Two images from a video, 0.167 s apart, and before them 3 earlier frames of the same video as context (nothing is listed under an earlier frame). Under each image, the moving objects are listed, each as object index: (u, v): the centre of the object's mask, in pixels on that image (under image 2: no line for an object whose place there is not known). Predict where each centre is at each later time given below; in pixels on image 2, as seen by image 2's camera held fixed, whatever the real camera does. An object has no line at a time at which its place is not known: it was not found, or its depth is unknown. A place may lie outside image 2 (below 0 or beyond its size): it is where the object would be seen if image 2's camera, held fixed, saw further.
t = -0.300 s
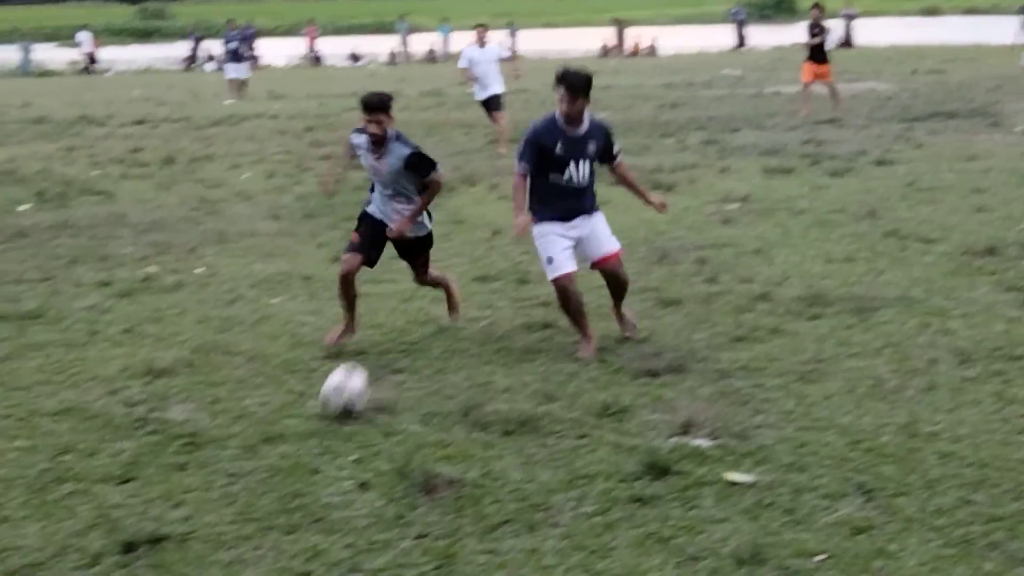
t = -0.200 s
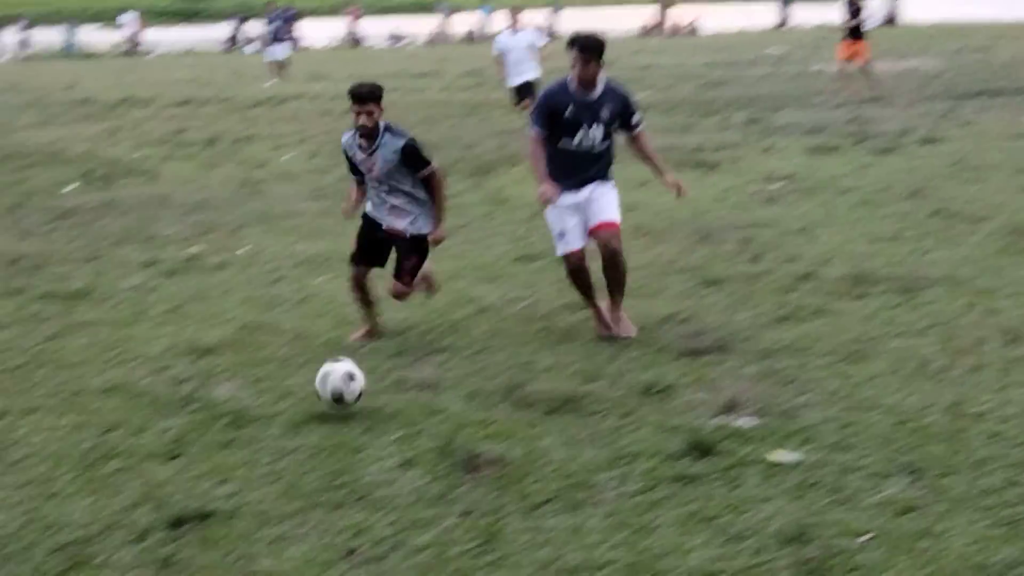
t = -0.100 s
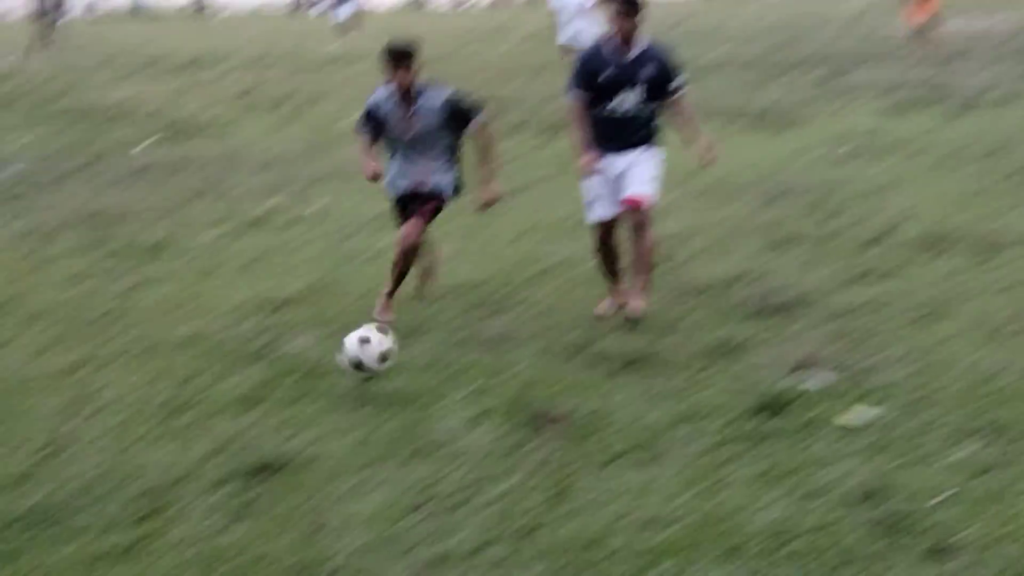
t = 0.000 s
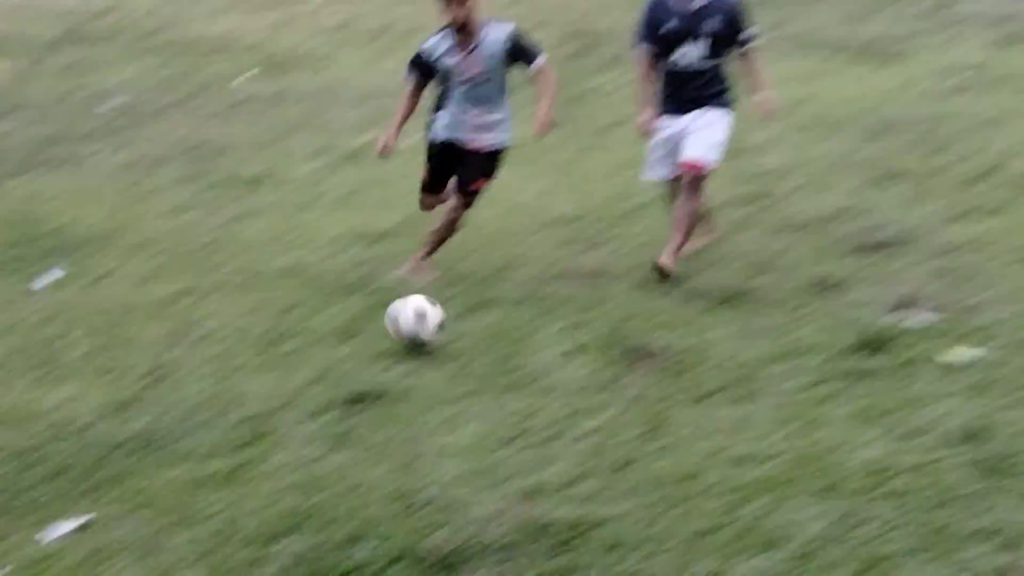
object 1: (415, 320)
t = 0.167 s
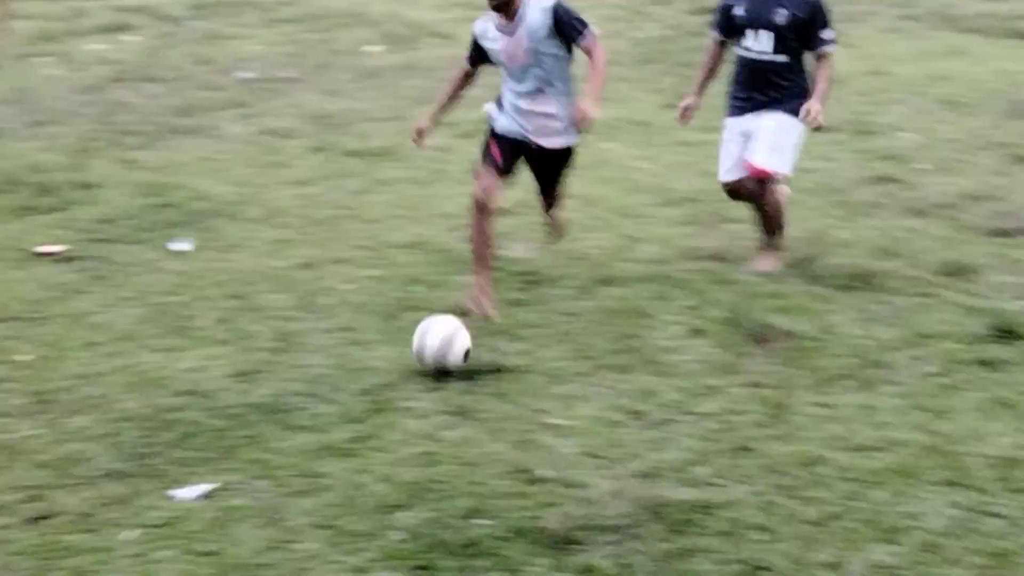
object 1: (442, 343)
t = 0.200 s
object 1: (421, 353)
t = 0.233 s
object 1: (401, 361)
